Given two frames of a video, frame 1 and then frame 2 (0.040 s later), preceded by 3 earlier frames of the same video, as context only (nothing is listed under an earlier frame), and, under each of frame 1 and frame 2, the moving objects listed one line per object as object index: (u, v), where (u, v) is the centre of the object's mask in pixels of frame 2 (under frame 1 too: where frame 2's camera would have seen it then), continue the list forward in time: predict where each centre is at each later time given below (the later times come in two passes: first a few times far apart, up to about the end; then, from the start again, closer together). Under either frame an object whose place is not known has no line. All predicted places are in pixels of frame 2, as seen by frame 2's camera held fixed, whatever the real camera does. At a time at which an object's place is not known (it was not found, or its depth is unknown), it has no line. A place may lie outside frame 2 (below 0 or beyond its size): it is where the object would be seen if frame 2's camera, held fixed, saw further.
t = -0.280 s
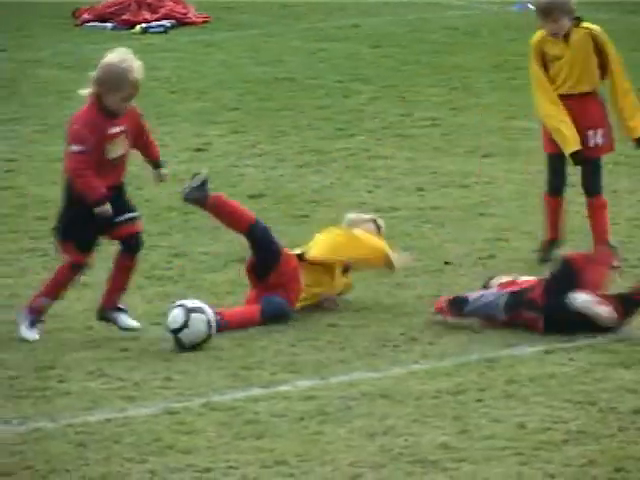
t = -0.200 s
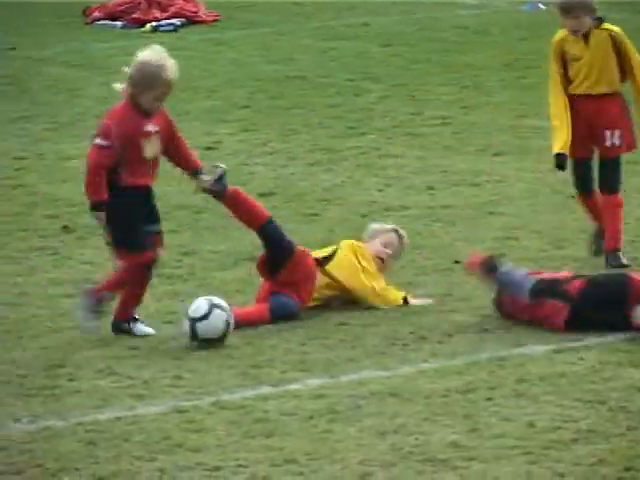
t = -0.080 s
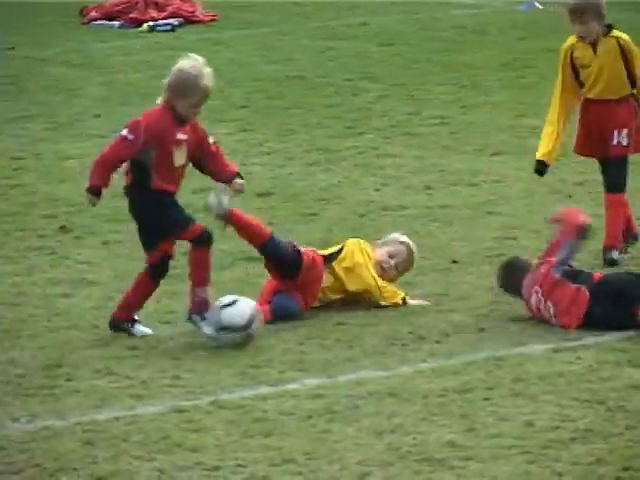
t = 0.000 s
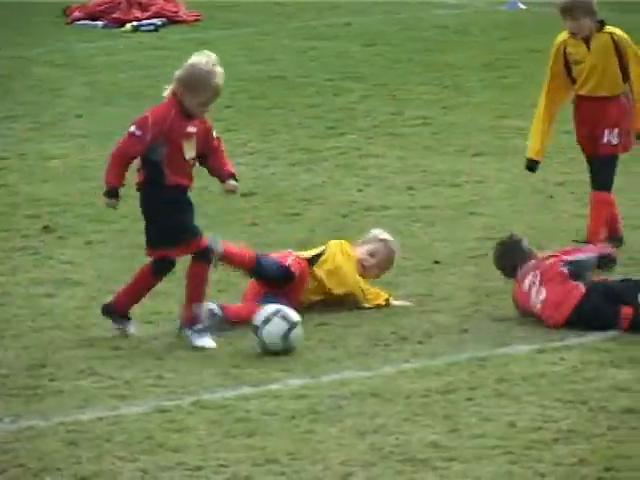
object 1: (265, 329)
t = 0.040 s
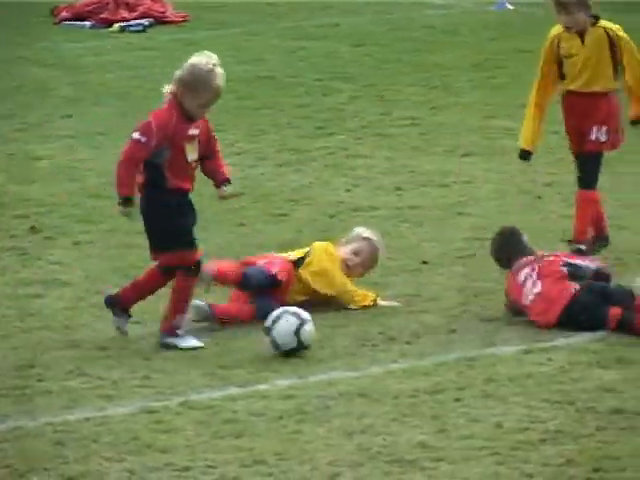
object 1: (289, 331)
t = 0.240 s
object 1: (380, 336)
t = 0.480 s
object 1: (462, 345)
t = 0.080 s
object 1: (312, 332)
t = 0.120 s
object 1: (334, 334)
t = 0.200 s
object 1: (369, 336)
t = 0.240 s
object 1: (380, 336)
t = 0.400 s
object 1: (434, 343)
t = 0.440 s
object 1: (448, 344)
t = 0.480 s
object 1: (462, 345)
